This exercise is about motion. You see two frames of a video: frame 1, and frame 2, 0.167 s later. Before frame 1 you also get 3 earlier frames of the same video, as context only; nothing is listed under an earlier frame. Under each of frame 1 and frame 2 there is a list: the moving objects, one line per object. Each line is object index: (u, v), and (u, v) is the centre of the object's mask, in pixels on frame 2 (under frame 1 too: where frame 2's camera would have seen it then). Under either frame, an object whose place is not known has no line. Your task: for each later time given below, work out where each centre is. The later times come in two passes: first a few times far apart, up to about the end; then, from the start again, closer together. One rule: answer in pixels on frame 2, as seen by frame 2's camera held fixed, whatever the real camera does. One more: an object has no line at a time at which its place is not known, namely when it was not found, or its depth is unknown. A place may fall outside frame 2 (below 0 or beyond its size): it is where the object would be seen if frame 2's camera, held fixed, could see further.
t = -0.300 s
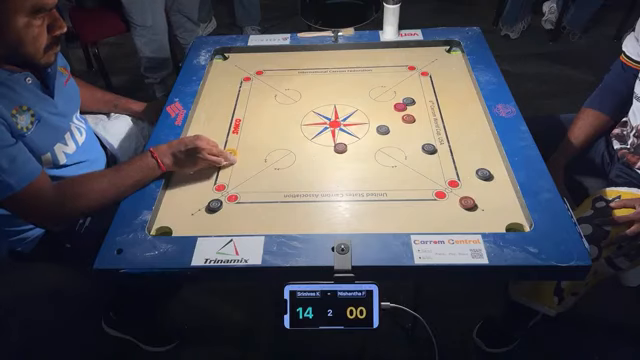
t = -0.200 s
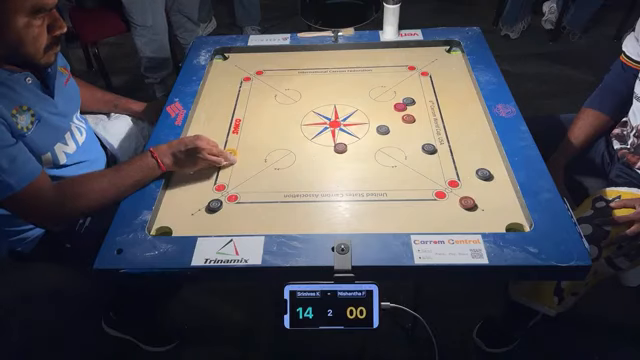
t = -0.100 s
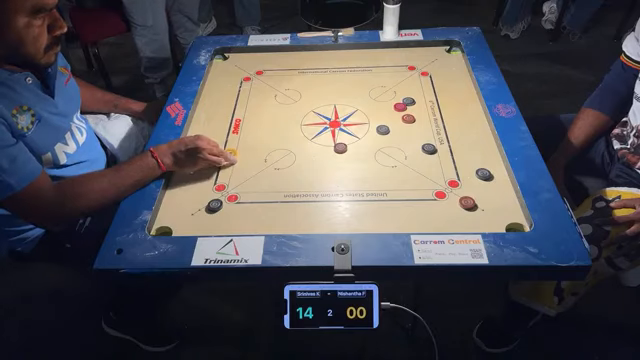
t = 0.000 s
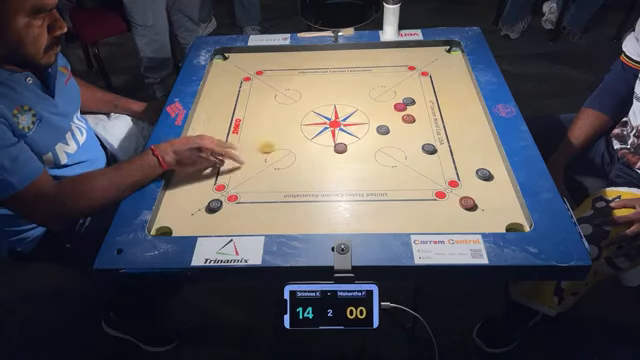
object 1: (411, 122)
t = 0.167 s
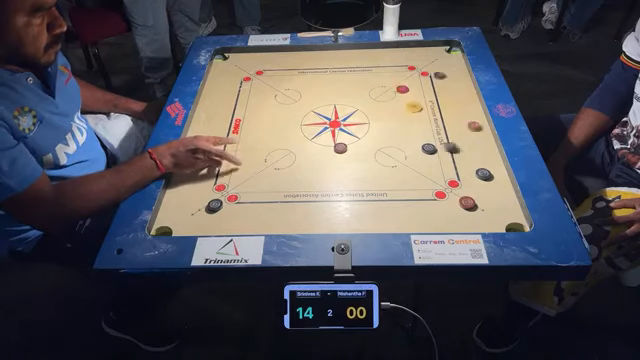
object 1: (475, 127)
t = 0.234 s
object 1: (447, 130)
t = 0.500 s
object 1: (292, 137)
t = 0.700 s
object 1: (209, 139)
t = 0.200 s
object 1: (469, 129)
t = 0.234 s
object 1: (447, 130)
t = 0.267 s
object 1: (424, 131)
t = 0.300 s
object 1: (403, 132)
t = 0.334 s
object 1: (383, 133)
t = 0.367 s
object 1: (362, 133)
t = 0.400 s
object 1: (344, 135)
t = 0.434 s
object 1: (325, 135)
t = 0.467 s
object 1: (308, 136)
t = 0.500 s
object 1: (292, 137)
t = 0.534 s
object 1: (276, 137)
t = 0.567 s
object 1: (260, 138)
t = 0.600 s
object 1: (246, 138)
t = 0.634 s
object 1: (232, 139)
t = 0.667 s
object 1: (218, 139)
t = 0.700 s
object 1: (209, 139)
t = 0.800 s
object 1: (208, 138)
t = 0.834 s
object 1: (212, 137)
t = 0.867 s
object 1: (218, 136)
